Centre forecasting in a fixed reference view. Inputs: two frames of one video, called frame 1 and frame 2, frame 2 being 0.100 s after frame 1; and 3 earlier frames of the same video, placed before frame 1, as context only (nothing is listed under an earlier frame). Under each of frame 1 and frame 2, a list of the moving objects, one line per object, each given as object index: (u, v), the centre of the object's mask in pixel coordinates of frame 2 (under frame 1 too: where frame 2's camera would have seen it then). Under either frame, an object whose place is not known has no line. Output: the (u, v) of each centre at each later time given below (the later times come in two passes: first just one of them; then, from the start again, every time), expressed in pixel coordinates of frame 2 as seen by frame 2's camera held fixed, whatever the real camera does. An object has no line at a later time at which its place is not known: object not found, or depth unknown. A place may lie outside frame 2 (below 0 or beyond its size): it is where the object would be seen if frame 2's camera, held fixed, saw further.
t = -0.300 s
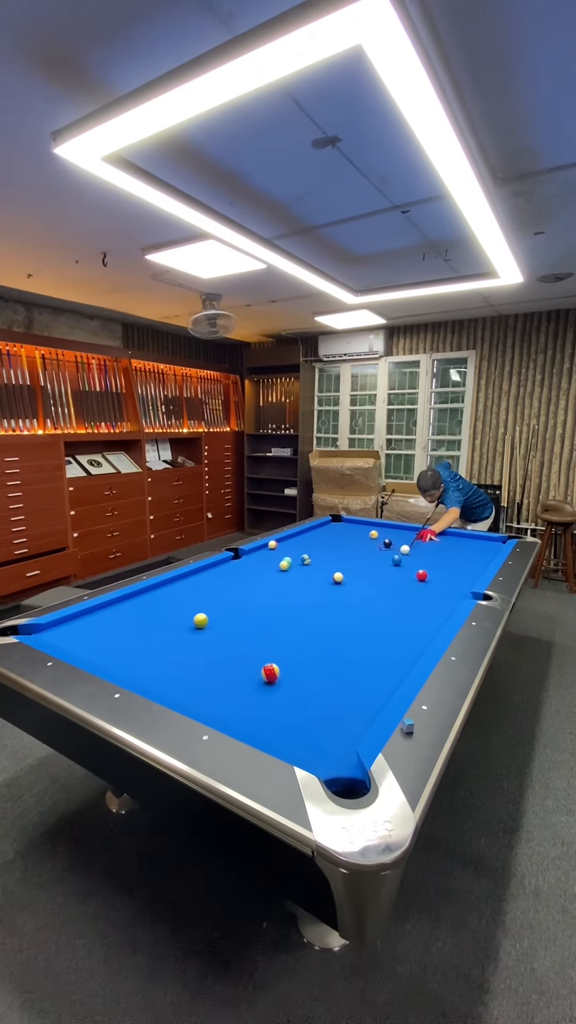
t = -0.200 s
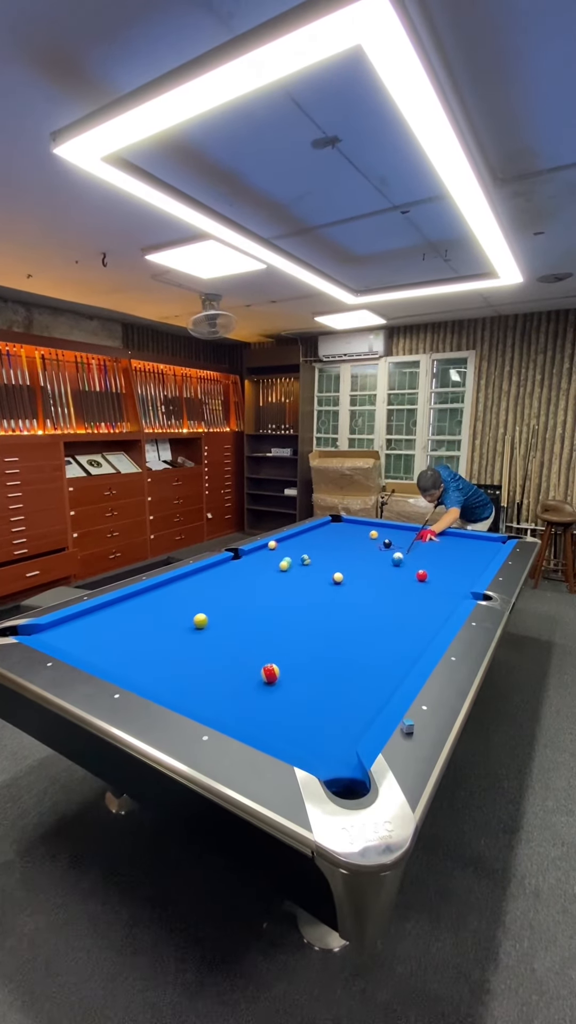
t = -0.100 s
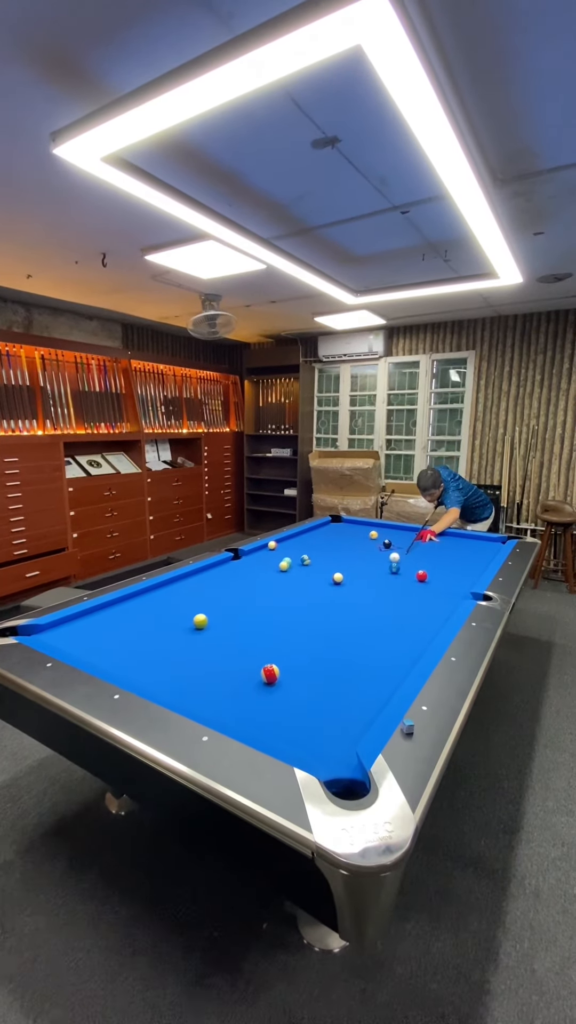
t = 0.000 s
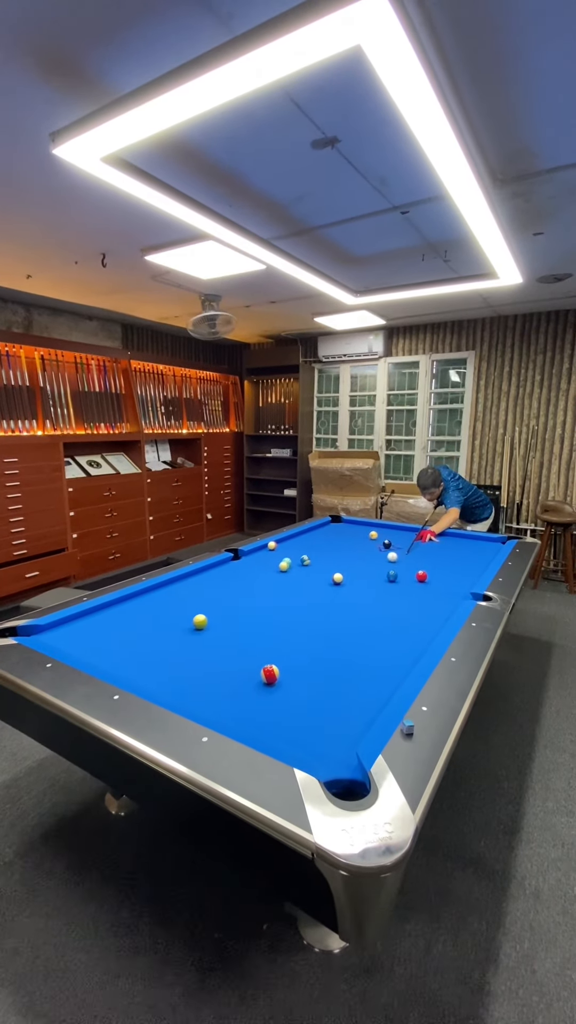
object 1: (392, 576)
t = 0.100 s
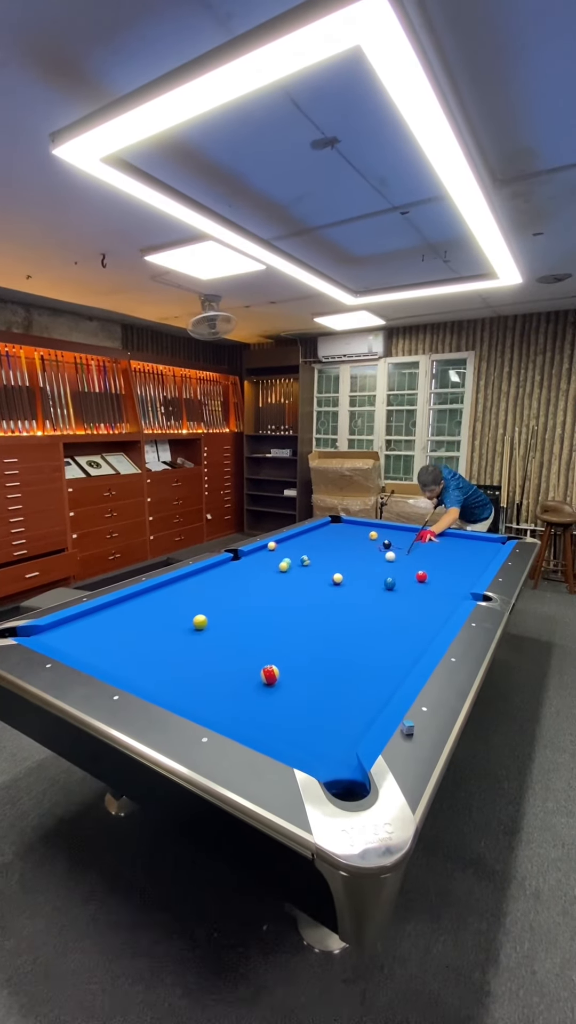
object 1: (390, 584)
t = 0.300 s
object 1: (384, 602)
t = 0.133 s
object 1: (389, 587)
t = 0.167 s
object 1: (388, 589)
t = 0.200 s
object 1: (387, 592)
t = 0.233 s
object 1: (386, 595)
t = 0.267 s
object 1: (385, 598)
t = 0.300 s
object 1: (384, 602)
